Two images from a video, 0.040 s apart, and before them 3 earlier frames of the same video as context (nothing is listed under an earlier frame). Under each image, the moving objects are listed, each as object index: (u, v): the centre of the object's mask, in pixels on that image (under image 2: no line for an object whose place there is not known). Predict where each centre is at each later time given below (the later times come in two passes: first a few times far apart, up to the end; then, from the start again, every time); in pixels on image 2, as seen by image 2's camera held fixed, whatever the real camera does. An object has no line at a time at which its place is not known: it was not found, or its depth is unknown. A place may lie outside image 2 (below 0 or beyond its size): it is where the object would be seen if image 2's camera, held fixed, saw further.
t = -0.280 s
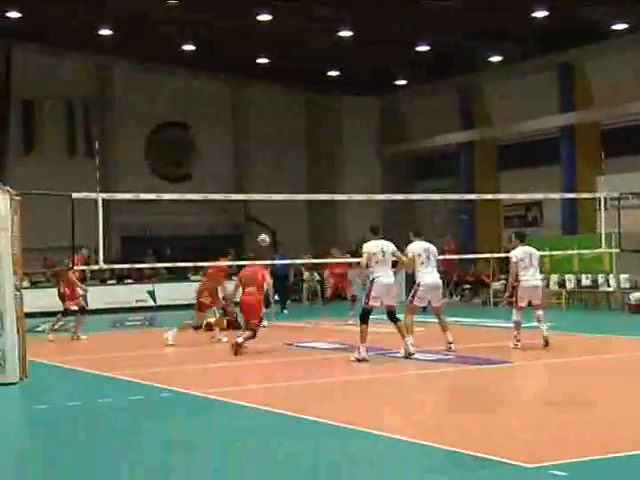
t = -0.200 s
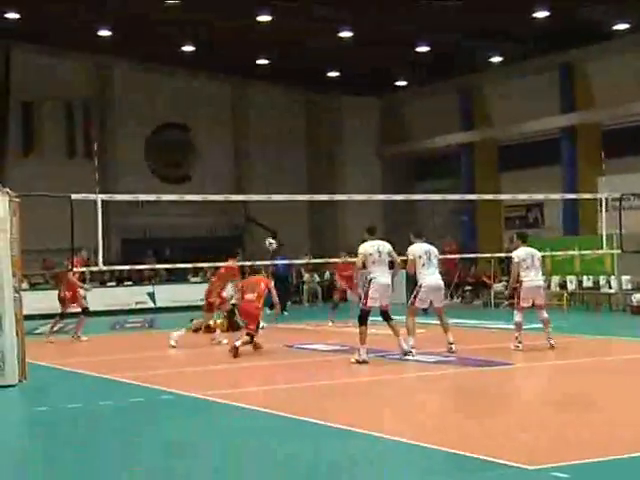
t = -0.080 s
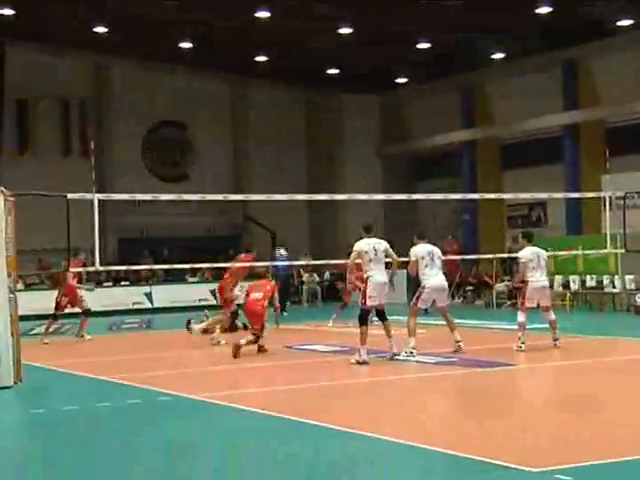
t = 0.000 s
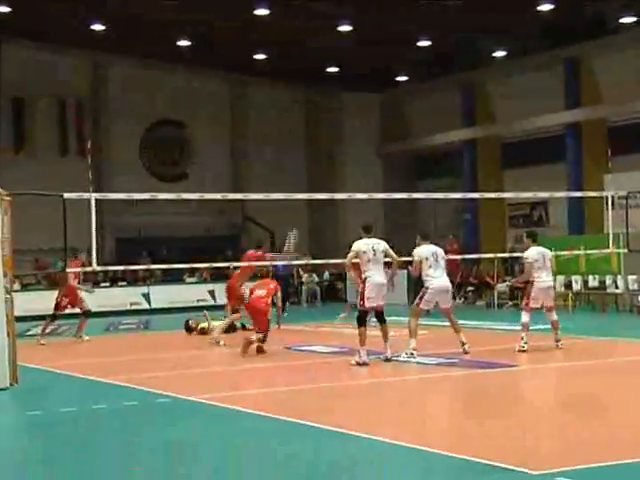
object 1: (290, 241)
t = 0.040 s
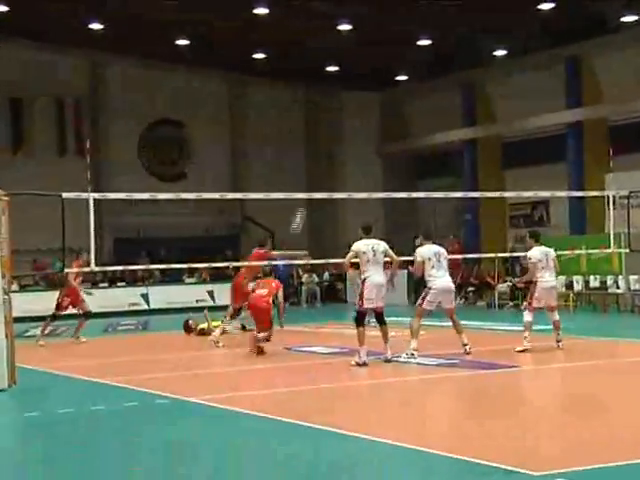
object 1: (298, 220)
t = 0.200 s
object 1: (324, 147)
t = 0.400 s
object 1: (358, 77)
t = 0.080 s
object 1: (305, 201)
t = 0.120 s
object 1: (311, 181)
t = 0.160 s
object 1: (318, 164)
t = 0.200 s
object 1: (324, 147)
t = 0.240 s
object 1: (331, 131)
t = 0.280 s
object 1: (338, 116)
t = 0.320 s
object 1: (344, 102)
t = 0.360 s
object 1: (351, 90)
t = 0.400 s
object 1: (358, 77)
